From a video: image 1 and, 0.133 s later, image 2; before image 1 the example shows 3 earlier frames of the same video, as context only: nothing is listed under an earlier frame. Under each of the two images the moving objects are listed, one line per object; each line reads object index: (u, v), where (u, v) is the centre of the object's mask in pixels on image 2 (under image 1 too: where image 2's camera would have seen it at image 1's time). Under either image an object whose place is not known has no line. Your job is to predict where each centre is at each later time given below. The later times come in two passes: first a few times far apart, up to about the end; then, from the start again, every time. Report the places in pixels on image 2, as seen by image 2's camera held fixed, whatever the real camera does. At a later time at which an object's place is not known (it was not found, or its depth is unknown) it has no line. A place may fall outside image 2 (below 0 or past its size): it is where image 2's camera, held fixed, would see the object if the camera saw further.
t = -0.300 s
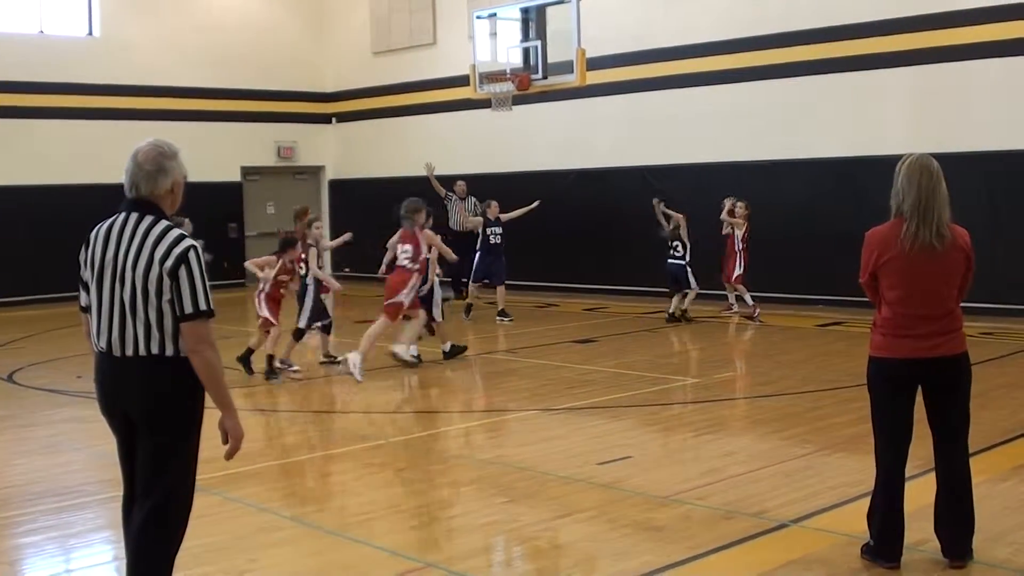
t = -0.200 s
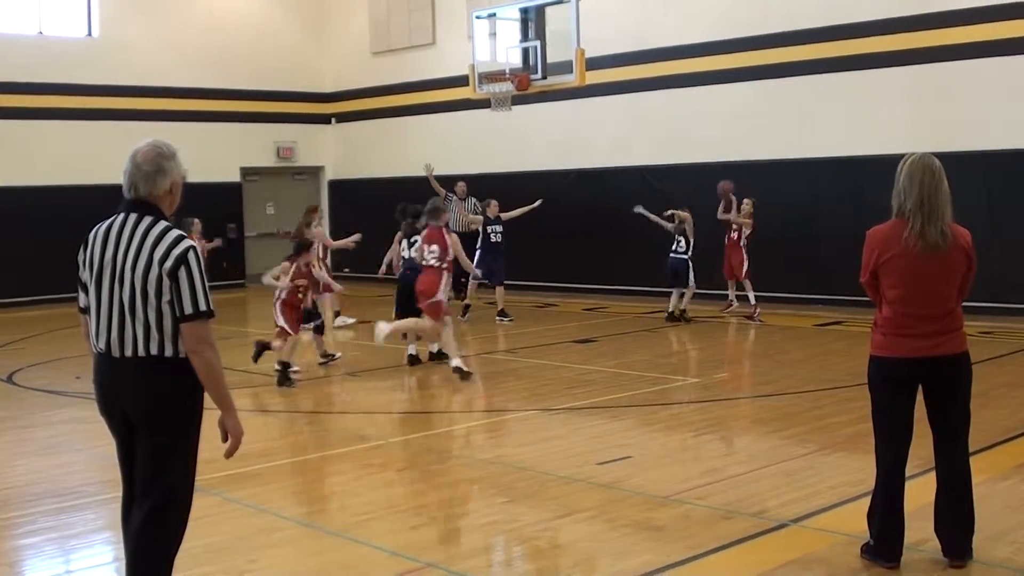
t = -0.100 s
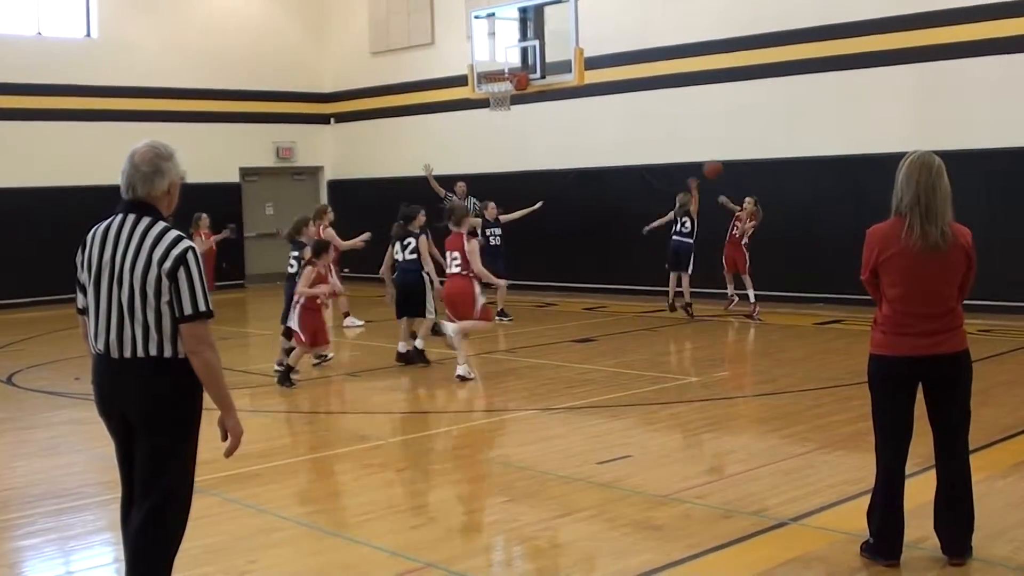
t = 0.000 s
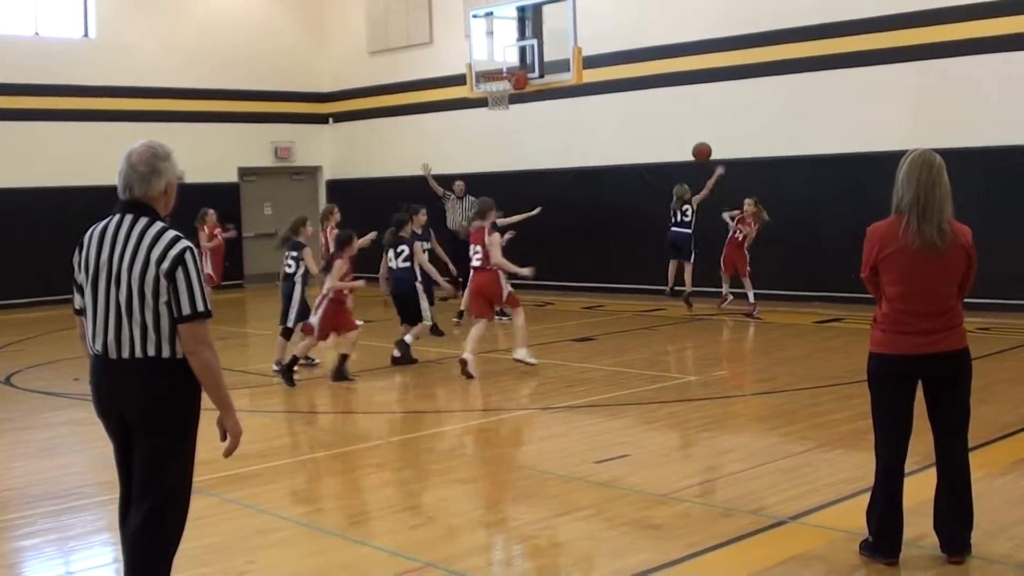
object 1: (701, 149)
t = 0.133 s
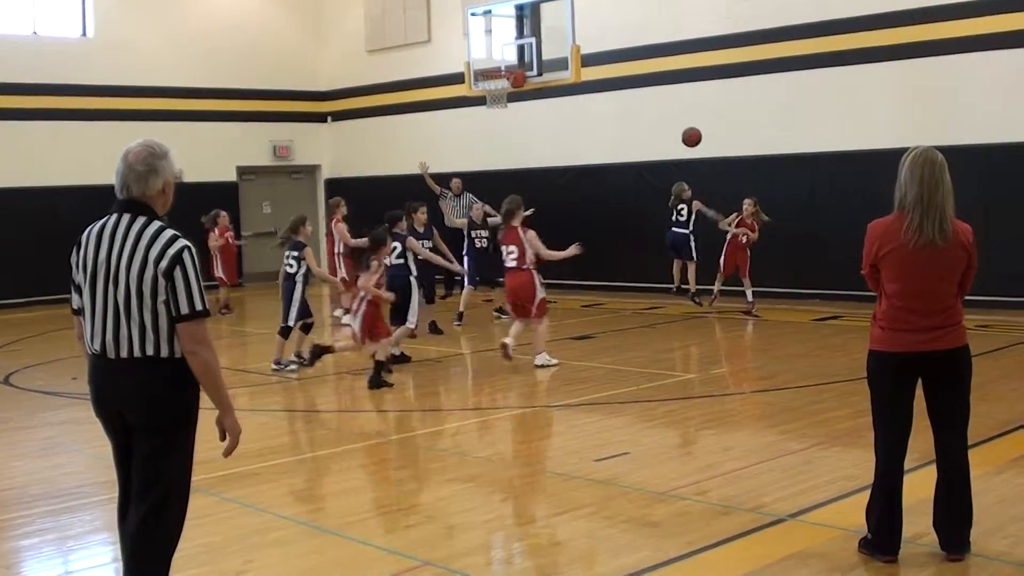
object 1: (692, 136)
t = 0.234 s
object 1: (685, 137)
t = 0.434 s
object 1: (672, 164)
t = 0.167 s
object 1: (689, 136)
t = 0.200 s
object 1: (687, 136)
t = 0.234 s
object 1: (685, 137)
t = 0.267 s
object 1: (683, 139)
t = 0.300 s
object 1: (680, 142)
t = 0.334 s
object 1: (678, 146)
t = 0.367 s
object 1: (676, 151)
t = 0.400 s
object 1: (674, 156)
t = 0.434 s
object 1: (672, 164)
